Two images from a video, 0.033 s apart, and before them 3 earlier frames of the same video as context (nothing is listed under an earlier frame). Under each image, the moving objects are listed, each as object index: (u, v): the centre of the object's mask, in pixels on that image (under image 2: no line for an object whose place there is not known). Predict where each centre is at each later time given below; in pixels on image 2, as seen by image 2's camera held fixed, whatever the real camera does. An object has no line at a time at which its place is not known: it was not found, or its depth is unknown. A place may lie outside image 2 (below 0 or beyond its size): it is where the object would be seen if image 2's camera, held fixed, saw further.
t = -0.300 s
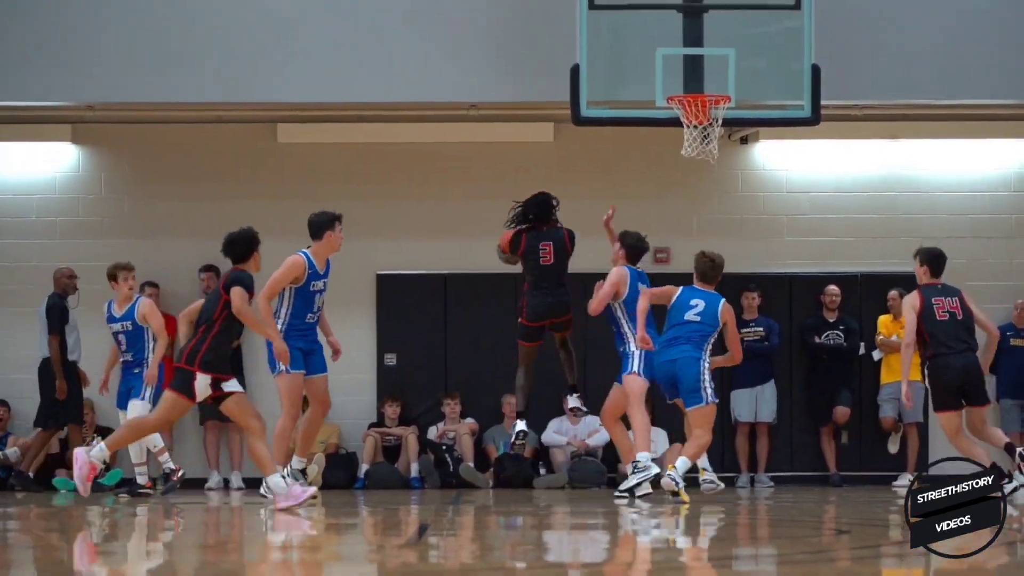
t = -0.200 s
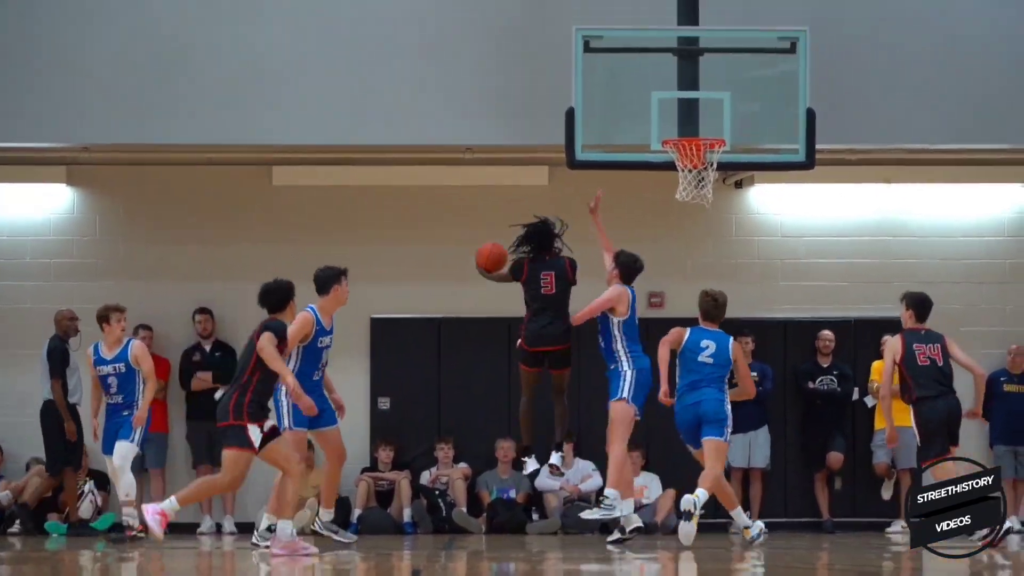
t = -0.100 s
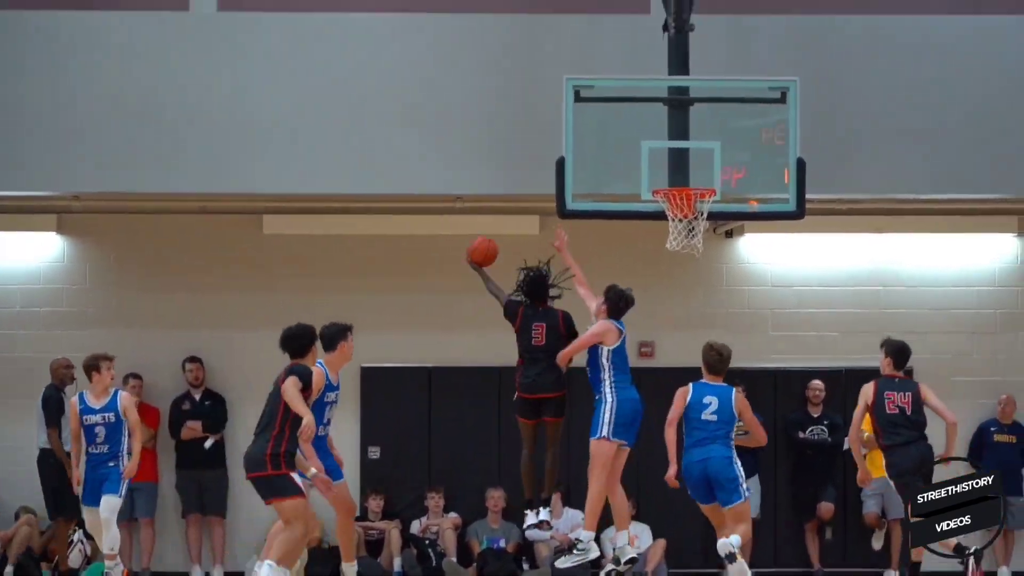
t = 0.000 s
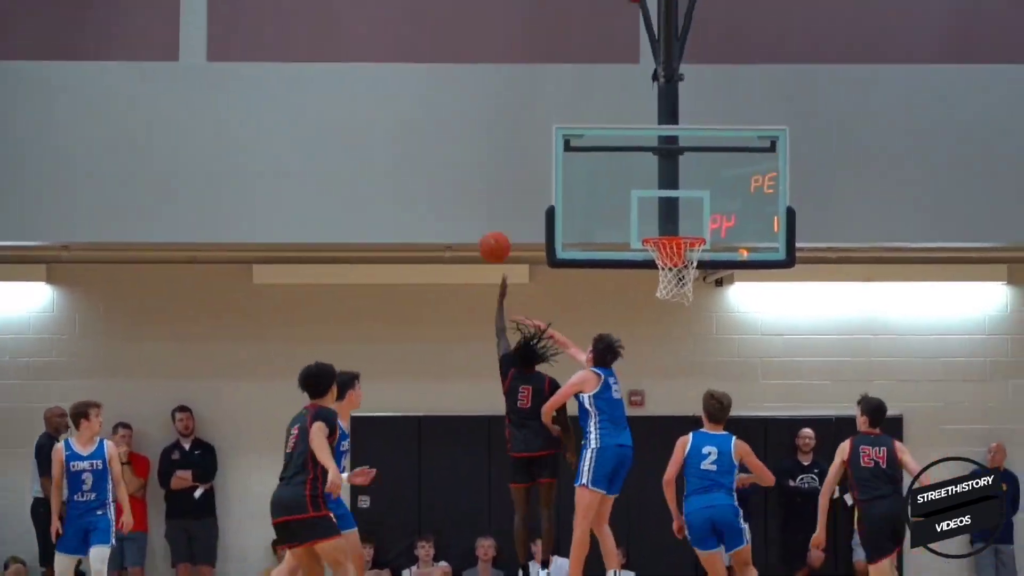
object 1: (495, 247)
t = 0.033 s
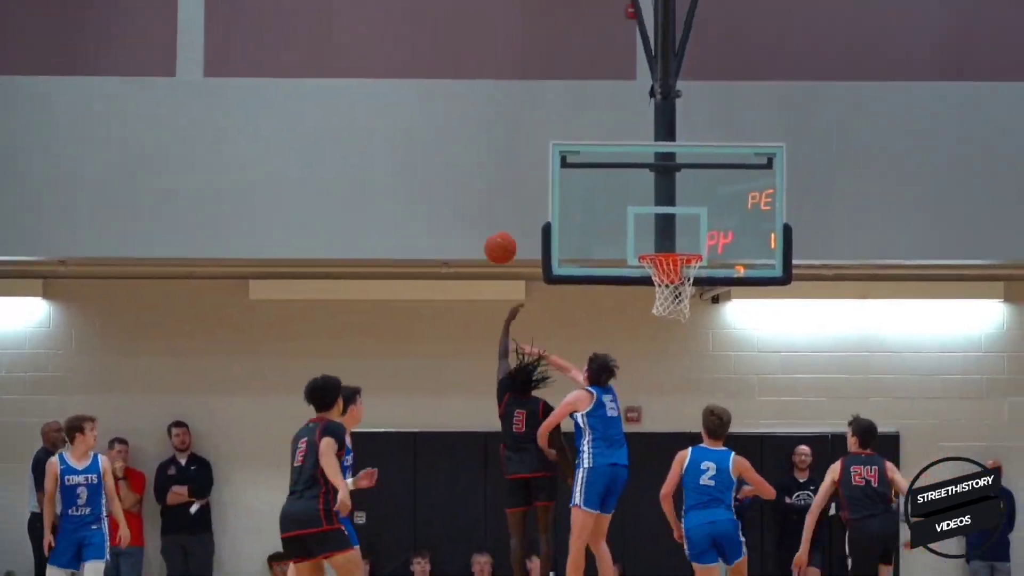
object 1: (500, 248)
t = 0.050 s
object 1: (505, 241)
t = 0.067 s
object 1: (510, 234)
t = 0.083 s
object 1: (514, 228)
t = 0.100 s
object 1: (519, 221)
